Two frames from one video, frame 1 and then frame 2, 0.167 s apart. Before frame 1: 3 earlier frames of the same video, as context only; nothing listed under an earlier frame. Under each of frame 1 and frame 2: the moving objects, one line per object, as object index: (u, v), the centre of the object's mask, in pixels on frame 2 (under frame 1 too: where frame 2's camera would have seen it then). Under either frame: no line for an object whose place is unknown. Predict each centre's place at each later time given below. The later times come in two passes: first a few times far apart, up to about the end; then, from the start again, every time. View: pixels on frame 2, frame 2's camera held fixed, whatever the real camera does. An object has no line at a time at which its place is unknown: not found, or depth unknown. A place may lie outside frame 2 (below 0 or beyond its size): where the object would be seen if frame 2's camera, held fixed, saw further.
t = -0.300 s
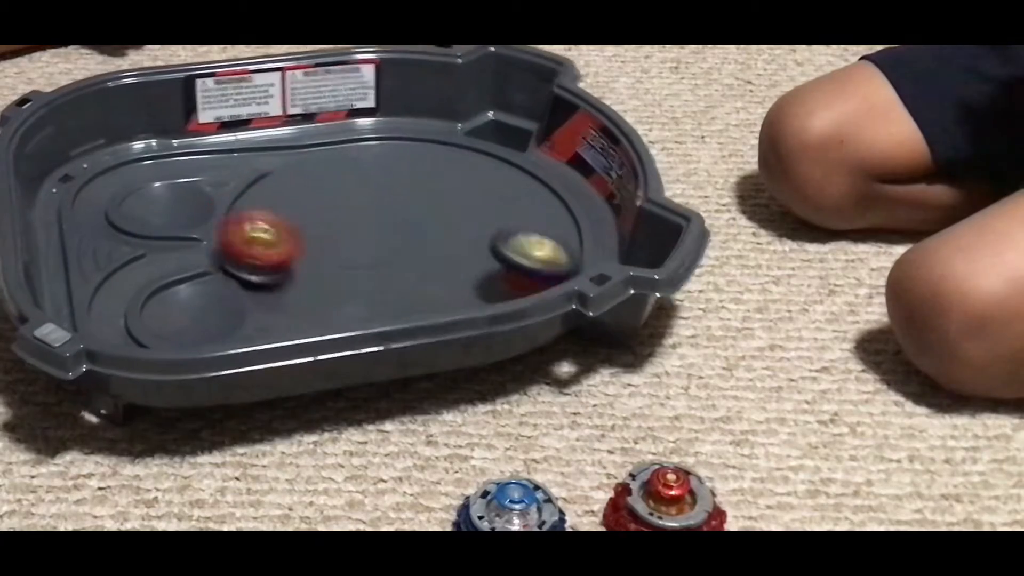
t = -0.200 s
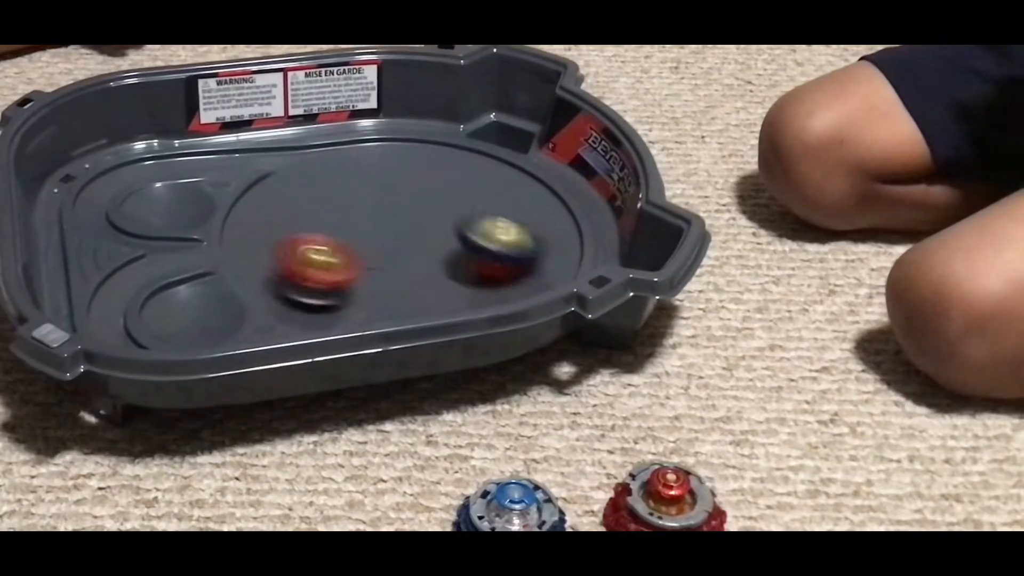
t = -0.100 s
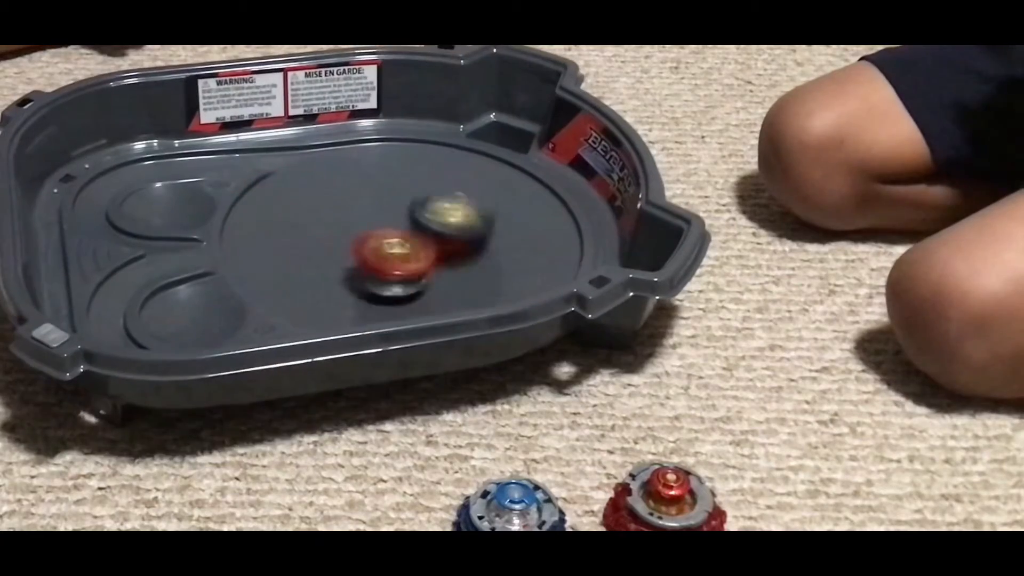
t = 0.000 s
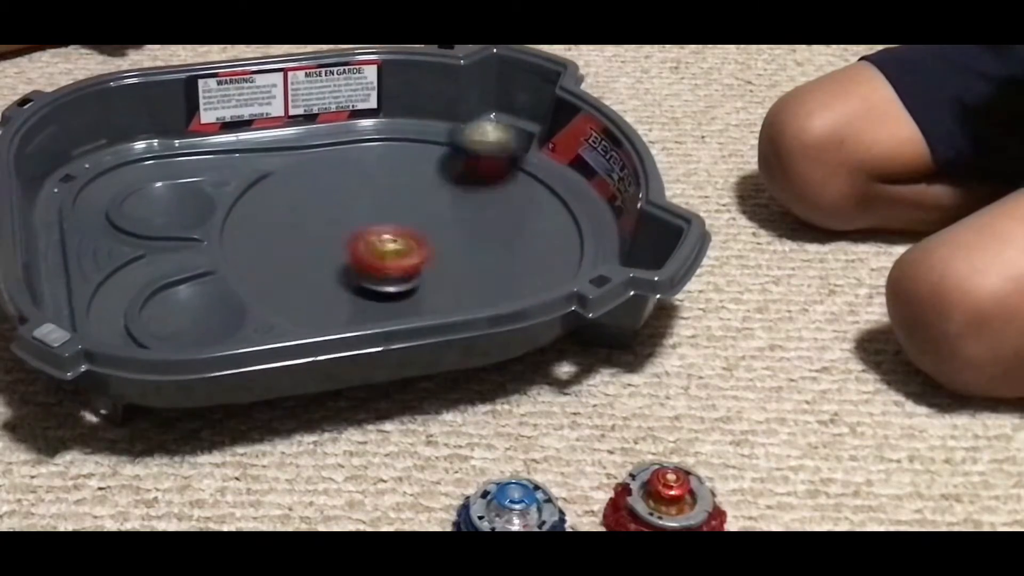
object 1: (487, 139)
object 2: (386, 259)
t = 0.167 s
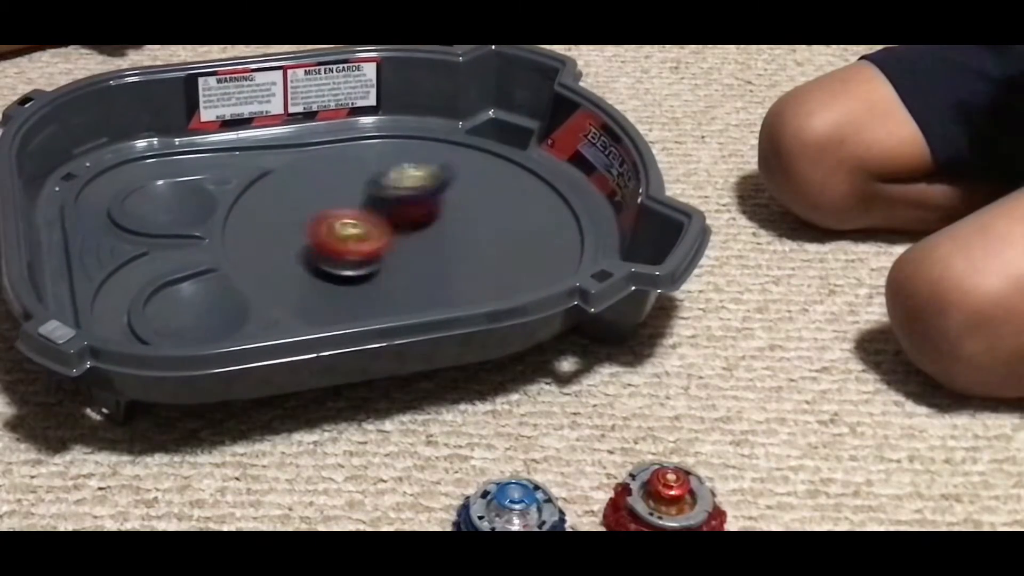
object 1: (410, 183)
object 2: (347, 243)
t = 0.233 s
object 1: (390, 198)
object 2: (324, 247)
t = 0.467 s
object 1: (457, 189)
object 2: (340, 291)
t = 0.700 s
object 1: (521, 212)
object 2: (429, 242)
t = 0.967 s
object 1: (497, 211)
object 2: (271, 200)
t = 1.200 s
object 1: (383, 222)
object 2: (289, 265)
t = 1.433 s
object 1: (327, 180)
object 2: (471, 256)
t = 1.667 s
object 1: (363, 149)
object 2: (470, 146)
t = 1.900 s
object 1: (287, 161)
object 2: (393, 165)
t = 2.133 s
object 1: (290, 201)
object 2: (443, 241)
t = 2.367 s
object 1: (343, 239)
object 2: (546, 227)
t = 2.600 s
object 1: (371, 266)
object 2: (437, 193)
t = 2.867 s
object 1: (382, 261)
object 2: (282, 256)
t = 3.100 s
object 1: (416, 246)
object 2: (389, 292)
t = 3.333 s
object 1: (454, 189)
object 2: (469, 239)
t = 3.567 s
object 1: (435, 149)
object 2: (380, 221)
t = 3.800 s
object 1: (409, 224)
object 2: (324, 241)
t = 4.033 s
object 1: (434, 248)
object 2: (326, 275)
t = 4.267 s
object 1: (449, 227)
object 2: (367, 267)
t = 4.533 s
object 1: (446, 218)
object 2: (334, 237)
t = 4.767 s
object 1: (432, 225)
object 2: (306, 239)
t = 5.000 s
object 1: (441, 234)
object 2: (339, 229)
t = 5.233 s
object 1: (443, 238)
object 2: (360, 206)
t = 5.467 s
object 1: (431, 242)
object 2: (383, 194)
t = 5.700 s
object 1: (428, 250)
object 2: (375, 185)
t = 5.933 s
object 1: (414, 256)
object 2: (376, 203)
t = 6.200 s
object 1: (387, 266)
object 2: (408, 218)
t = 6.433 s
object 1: (377, 259)
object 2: (426, 214)
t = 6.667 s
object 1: (337, 259)
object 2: (440, 206)
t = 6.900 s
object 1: (330, 245)
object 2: (429, 202)
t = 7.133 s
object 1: (334, 240)
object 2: (411, 216)
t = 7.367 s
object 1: (331, 239)
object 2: (430, 219)
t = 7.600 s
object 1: (342, 235)
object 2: (440, 217)
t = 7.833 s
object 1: (312, 247)
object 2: (450, 219)
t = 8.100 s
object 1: (316, 238)
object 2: (429, 228)
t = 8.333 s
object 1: (291, 227)
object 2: (439, 239)
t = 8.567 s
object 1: (310, 225)
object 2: (454, 225)
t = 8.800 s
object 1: (310, 224)
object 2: (422, 221)
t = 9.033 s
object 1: (274, 218)
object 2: (432, 219)
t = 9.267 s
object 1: (332, 225)
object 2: (418, 228)
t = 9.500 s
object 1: (324, 234)
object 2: (457, 221)
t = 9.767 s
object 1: (359, 241)
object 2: (435, 217)
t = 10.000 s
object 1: (341, 244)
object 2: (420, 214)
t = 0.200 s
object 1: (394, 198)
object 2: (339, 243)
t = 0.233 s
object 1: (390, 198)
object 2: (324, 247)
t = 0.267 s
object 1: (394, 196)
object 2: (308, 255)
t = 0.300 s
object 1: (400, 193)
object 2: (298, 263)
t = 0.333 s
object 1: (409, 190)
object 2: (290, 272)
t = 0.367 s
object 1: (419, 188)
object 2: (288, 280)
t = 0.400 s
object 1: (431, 186)
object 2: (300, 286)
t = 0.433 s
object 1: (443, 187)
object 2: (319, 289)
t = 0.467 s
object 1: (457, 189)
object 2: (340, 291)
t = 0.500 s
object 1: (470, 192)
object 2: (361, 291)
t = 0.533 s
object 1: (483, 194)
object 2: (383, 289)
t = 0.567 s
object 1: (496, 199)
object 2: (403, 284)
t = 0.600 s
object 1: (505, 202)
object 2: (419, 279)
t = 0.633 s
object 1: (512, 207)
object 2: (430, 267)
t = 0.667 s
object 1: (515, 211)
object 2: (434, 254)
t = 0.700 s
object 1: (521, 212)
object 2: (429, 242)
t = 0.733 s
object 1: (535, 205)
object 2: (411, 232)
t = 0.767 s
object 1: (545, 200)
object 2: (393, 225)
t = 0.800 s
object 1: (547, 198)
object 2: (373, 217)
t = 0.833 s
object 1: (543, 199)
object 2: (352, 211)
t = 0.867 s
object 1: (535, 200)
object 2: (332, 205)
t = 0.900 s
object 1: (523, 204)
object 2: (310, 202)
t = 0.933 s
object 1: (512, 207)
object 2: (290, 200)
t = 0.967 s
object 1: (497, 211)
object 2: (271, 200)
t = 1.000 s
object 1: (483, 215)
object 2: (254, 202)
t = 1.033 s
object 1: (466, 219)
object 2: (240, 207)
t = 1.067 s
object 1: (448, 222)
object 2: (239, 217)
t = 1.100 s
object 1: (432, 224)
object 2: (249, 229)
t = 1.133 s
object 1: (415, 225)
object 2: (260, 241)
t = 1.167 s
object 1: (399, 224)
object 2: (272, 254)
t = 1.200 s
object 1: (383, 222)
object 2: (289, 265)
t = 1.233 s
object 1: (369, 217)
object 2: (311, 276)
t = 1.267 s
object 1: (355, 212)
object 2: (339, 282)
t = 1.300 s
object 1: (344, 206)
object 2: (368, 284)
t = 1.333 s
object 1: (335, 200)
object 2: (399, 283)
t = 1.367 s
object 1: (328, 194)
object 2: (427, 277)
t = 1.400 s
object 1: (326, 187)
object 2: (452, 269)
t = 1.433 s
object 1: (327, 180)
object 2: (471, 256)
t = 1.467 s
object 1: (332, 173)
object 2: (485, 242)
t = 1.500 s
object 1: (338, 167)
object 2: (493, 225)
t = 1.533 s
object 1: (348, 162)
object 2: (495, 208)
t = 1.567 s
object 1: (359, 159)
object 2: (491, 191)
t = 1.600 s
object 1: (372, 156)
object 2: (479, 175)
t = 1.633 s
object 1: (381, 154)
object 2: (469, 159)
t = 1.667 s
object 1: (363, 149)
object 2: (470, 146)
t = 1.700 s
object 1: (343, 147)
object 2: (469, 139)
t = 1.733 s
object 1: (325, 146)
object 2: (459, 143)
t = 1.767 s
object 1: (311, 147)
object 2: (447, 147)
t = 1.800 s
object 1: (299, 148)
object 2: (434, 151)
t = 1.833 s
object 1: (290, 151)
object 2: (420, 153)
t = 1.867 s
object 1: (287, 154)
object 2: (406, 158)
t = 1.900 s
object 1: (287, 161)
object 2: (393, 165)
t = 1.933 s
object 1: (292, 169)
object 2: (382, 176)
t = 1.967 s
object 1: (292, 175)
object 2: (379, 188)
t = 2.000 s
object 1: (287, 179)
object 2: (384, 200)
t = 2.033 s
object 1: (283, 185)
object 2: (395, 212)
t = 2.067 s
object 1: (284, 189)
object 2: (409, 224)
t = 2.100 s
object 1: (286, 194)
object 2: (425, 234)
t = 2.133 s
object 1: (290, 201)
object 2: (443, 241)
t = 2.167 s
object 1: (295, 207)
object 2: (463, 246)
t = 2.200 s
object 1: (302, 212)
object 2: (481, 248)
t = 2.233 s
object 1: (311, 218)
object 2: (500, 248)
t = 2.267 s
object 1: (318, 223)
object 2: (515, 245)
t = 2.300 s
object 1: (328, 228)
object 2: (528, 241)
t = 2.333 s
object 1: (335, 233)
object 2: (539, 235)
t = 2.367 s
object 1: (343, 239)
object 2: (546, 227)
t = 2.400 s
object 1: (349, 242)
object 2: (547, 217)
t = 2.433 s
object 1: (356, 247)
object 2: (542, 209)
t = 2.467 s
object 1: (361, 250)
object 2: (530, 201)
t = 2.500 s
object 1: (365, 256)
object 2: (511, 195)
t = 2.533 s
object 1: (368, 259)
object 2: (490, 191)
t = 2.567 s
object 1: (370, 263)
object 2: (464, 191)
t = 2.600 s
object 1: (371, 266)
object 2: (437, 193)
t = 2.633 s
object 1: (372, 268)
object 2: (410, 197)
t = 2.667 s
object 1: (372, 269)
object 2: (383, 202)
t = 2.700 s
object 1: (373, 268)
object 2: (359, 208)
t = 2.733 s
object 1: (374, 269)
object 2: (335, 215)
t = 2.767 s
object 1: (375, 268)
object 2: (315, 225)
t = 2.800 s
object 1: (377, 265)
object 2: (301, 236)
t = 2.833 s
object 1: (377, 263)
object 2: (291, 246)
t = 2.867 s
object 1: (382, 261)
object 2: (282, 256)
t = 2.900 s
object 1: (386, 259)
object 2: (279, 267)
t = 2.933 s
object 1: (391, 257)
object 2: (280, 279)
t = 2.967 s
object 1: (395, 254)
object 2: (294, 287)
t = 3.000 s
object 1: (399, 252)
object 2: (316, 291)
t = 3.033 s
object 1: (404, 251)
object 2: (339, 290)
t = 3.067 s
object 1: (410, 247)
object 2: (364, 293)
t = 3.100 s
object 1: (416, 246)
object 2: (389, 292)
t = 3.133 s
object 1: (422, 242)
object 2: (414, 287)
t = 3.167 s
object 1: (428, 240)
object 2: (436, 283)
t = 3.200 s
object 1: (431, 234)
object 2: (454, 276)
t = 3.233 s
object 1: (437, 223)
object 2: (466, 267)
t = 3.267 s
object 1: (444, 210)
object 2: (472, 263)
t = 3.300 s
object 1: (449, 200)
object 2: (474, 251)
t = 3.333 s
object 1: (454, 189)
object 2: (469, 239)
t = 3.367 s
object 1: (455, 173)
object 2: (462, 232)
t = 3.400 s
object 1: (453, 163)
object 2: (452, 228)
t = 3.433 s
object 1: (456, 137)
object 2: (438, 224)
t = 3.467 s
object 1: (454, 129)
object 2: (422, 222)
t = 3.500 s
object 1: (447, 137)
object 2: (406, 220)
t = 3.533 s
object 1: (440, 141)
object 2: (393, 221)
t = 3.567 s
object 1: (435, 149)
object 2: (380, 221)
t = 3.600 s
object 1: (431, 157)
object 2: (368, 223)
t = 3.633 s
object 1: (425, 170)
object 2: (357, 225)
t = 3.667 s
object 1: (421, 181)
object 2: (347, 228)
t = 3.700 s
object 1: (419, 192)
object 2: (338, 230)
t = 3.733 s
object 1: (417, 202)
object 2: (331, 234)
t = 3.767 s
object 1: (412, 214)
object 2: (327, 237)
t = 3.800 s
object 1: (409, 224)
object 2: (324, 241)
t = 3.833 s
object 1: (407, 232)
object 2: (323, 245)
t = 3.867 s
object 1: (411, 237)
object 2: (317, 251)
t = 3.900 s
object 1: (419, 242)
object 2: (312, 256)
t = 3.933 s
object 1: (426, 245)
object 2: (310, 261)
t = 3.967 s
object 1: (431, 246)
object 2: (313, 267)
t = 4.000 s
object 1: (433, 247)
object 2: (319, 271)
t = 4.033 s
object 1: (434, 248)
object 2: (326, 275)
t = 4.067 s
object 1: (433, 246)
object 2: (336, 275)
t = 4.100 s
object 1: (432, 247)
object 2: (347, 276)
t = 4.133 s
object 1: (433, 245)
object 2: (358, 274)
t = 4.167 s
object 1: (439, 240)
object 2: (362, 274)
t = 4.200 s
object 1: (445, 236)
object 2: (365, 272)
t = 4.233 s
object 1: (447, 231)
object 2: (366, 270)
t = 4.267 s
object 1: (449, 227)
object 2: (367, 267)
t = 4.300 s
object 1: (447, 223)
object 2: (367, 264)
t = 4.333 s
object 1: (446, 222)
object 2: (368, 260)
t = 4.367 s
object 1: (443, 222)
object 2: (368, 255)
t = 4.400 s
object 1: (442, 220)
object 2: (367, 251)
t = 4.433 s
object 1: (442, 220)
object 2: (362, 245)
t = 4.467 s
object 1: (444, 220)
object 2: (355, 242)
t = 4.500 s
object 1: (446, 219)
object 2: (345, 239)
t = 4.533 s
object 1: (446, 218)
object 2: (334, 237)
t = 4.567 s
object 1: (446, 218)
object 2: (324, 235)
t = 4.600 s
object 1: (444, 222)
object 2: (317, 233)
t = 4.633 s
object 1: (441, 224)
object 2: (310, 233)
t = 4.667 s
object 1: (439, 222)
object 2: (306, 233)
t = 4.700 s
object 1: (437, 223)
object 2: (304, 235)
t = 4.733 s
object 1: (434, 225)
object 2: (304, 237)
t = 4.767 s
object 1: (432, 225)
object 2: (306, 239)
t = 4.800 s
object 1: (429, 227)
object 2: (312, 238)
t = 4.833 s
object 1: (427, 228)
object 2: (318, 240)
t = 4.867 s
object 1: (424, 228)
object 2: (327, 238)
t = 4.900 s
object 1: (423, 230)
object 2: (335, 238)
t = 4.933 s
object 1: (428, 232)
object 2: (336, 234)
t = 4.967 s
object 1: (435, 234)
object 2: (336, 232)
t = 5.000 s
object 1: (441, 234)
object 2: (339, 229)
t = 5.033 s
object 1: (444, 234)
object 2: (342, 224)
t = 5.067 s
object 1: (447, 237)
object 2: (346, 221)
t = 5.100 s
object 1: (447, 237)
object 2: (347, 217)
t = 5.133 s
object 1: (447, 237)
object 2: (352, 213)
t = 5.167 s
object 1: (446, 238)
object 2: (354, 210)
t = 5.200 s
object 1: (445, 239)
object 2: (357, 208)
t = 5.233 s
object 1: (443, 238)
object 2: (360, 206)
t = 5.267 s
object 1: (440, 238)
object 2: (363, 204)
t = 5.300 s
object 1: (438, 238)
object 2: (366, 202)
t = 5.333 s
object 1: (435, 239)
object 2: (369, 200)
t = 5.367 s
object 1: (432, 239)
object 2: (374, 199)
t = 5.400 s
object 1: (429, 238)
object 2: (377, 198)
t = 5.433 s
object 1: (427, 239)
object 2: (381, 197)
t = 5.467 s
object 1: (431, 242)
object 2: (383, 194)
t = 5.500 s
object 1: (433, 245)
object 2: (381, 191)
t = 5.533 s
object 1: (435, 248)
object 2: (381, 189)
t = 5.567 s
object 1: (435, 249)
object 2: (378, 186)
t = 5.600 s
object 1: (435, 250)
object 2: (377, 186)
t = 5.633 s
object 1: (433, 249)
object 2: (376, 184)
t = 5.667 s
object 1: (431, 250)
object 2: (375, 184)
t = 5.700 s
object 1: (428, 250)
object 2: (375, 185)
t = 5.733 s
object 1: (425, 249)
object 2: (374, 186)
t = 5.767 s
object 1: (422, 249)
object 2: (372, 189)
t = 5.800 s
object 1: (419, 248)
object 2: (371, 192)
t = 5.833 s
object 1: (416, 248)
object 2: (372, 194)
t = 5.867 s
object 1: (414, 248)
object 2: (371, 197)
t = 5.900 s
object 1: (413, 250)
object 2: (373, 200)
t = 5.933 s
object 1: (414, 256)
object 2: (376, 203)
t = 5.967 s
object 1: (412, 258)
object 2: (378, 204)
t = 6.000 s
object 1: (409, 265)
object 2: (380, 206)
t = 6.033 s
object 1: (403, 264)
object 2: (383, 208)
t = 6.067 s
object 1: (399, 266)
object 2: (387, 209)
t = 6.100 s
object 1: (395, 267)
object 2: (392, 212)
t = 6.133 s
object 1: (392, 266)
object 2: (396, 213)
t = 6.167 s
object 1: (390, 266)
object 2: (402, 215)
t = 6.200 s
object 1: (387, 266)
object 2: (408, 218)
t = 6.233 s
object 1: (384, 267)
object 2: (410, 218)
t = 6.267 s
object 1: (382, 266)
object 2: (414, 218)
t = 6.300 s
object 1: (381, 265)
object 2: (418, 217)
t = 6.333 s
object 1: (379, 263)
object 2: (421, 217)
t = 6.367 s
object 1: (378, 261)
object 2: (424, 216)
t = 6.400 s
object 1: (378, 261)
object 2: (425, 215)
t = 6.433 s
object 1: (377, 259)
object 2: (426, 214)
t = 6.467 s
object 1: (376, 257)
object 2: (427, 214)
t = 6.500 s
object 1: (375, 256)
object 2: (429, 214)
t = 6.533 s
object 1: (374, 253)
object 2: (429, 214)
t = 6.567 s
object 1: (368, 256)
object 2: (431, 213)
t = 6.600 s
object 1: (355, 259)
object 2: (433, 211)
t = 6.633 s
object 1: (345, 259)
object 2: (437, 208)
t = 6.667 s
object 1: (337, 259)
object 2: (440, 206)
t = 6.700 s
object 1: (334, 257)
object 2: (441, 204)
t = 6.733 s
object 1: (329, 255)
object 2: (441, 203)
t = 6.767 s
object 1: (327, 252)
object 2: (441, 201)
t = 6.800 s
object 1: (327, 250)
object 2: (442, 200)
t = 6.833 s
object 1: (327, 247)
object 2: (438, 201)
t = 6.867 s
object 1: (329, 246)
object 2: (434, 201)
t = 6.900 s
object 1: (330, 245)
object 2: (429, 202)
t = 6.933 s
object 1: (333, 243)
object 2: (425, 204)
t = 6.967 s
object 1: (335, 242)
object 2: (420, 205)
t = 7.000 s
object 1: (339, 240)
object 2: (416, 207)
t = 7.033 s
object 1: (340, 238)
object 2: (413, 212)
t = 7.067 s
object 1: (339, 238)
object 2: (411, 213)
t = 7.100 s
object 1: (335, 239)
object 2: (410, 215)
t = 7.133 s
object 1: (334, 240)
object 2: (411, 216)
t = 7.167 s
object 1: (335, 240)
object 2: (413, 217)
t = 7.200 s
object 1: (337, 240)
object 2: (413, 220)
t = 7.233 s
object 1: (338, 238)
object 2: (414, 220)
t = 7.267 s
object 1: (338, 238)
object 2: (416, 220)
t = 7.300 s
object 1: (333, 239)
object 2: (422, 221)
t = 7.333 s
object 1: (331, 239)
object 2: (425, 220)
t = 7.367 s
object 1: (331, 239)
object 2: (430, 219)
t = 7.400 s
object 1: (331, 240)
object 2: (435, 218)
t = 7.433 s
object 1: (332, 240)
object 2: (437, 218)
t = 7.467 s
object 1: (334, 239)
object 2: (438, 217)
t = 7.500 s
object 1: (336, 238)
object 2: (441, 217)
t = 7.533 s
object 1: (338, 237)
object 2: (441, 217)
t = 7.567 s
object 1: (340, 236)
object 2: (440, 217)
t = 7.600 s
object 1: (342, 235)
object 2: (440, 217)
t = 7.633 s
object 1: (345, 235)
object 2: (437, 219)
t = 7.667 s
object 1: (349, 236)
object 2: (435, 220)
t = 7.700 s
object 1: (350, 239)
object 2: (434, 220)
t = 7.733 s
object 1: (338, 243)
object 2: (441, 220)
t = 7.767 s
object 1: (326, 246)
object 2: (446, 220)
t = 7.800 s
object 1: (319, 248)
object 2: (447, 219)
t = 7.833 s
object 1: (312, 247)
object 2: (450, 219)
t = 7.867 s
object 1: (307, 246)
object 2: (450, 220)
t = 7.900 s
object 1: (305, 246)
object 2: (450, 219)
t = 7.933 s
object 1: (304, 244)
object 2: (449, 221)
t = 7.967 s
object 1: (305, 243)
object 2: (445, 222)
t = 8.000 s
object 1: (306, 242)
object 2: (442, 222)
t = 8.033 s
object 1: (309, 241)
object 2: (439, 224)
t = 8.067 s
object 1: (313, 239)
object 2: (434, 227)
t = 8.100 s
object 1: (316, 238)
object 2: (429, 228)
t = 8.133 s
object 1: (321, 237)
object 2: (423, 231)
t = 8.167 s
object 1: (323, 234)
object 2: (419, 234)
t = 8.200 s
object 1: (327, 234)
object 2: (414, 236)
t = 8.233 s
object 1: (319, 233)
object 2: (417, 240)
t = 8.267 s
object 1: (309, 230)
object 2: (424, 239)
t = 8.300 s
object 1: (297, 228)
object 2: (433, 239)
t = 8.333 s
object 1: (291, 227)
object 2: (439, 239)
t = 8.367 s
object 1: (289, 225)
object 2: (447, 237)
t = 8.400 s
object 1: (291, 225)
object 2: (453, 236)
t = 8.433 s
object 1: (293, 226)
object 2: (456, 234)
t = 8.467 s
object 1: (297, 225)
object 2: (459, 231)
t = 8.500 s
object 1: (301, 225)
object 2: (458, 230)
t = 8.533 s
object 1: (305, 225)
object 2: (456, 227)
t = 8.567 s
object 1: (310, 225)
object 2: (454, 225)
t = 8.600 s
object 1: (315, 224)
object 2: (448, 224)
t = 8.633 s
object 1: (319, 224)
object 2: (442, 222)
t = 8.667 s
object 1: (322, 224)
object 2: (437, 222)
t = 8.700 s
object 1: (326, 223)
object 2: (431, 221)
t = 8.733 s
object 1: (330, 221)
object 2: (425, 222)
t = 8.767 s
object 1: (325, 224)
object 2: (418, 222)
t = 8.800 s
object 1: (310, 224)
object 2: (422, 221)
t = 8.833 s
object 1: (293, 223)
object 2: (424, 221)
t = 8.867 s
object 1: (282, 223)
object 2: (428, 219)
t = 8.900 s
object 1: (274, 221)
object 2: (428, 220)
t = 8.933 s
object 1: (270, 219)
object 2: (430, 219)
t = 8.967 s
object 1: (269, 220)
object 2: (433, 219)
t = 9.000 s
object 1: (271, 219)
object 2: (431, 219)
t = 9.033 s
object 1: (274, 218)
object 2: (432, 219)
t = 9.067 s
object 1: (278, 218)
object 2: (430, 221)
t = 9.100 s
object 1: (285, 216)
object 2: (430, 221)
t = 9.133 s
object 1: (293, 217)
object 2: (427, 222)
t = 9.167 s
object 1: (301, 218)
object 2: (424, 223)
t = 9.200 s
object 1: (312, 220)
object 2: (421, 225)
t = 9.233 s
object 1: (323, 223)
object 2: (418, 227)
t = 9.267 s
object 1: (332, 225)
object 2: (418, 228)
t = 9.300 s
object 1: (335, 228)
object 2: (421, 228)
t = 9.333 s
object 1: (328, 230)
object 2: (431, 227)
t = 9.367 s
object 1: (322, 231)
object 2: (437, 228)
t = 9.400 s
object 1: (319, 234)
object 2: (443, 228)
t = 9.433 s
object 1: (318, 235)
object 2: (449, 224)
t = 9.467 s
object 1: (321, 235)
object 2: (455, 221)
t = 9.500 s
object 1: (324, 234)
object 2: (457, 221)
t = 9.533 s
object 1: (326, 236)
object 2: (458, 220)
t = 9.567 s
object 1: (330, 235)
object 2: (457, 217)
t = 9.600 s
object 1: (333, 237)
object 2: (455, 216)
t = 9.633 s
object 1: (339, 240)
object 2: (453, 216)
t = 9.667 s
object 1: (344, 240)
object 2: (451, 216)
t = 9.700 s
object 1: (349, 241)
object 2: (447, 216)
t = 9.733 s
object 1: (355, 242)
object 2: (440, 216)
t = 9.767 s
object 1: (359, 241)
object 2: (435, 217)
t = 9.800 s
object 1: (359, 241)
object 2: (431, 217)
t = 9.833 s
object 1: (353, 243)
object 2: (428, 216)
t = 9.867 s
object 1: (348, 244)
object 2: (425, 215)
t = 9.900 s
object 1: (341, 243)
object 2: (425, 215)
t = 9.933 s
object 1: (338, 244)
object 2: (423, 214)
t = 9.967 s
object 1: (339, 244)
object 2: (421, 214)
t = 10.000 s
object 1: (341, 244)
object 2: (420, 214)
